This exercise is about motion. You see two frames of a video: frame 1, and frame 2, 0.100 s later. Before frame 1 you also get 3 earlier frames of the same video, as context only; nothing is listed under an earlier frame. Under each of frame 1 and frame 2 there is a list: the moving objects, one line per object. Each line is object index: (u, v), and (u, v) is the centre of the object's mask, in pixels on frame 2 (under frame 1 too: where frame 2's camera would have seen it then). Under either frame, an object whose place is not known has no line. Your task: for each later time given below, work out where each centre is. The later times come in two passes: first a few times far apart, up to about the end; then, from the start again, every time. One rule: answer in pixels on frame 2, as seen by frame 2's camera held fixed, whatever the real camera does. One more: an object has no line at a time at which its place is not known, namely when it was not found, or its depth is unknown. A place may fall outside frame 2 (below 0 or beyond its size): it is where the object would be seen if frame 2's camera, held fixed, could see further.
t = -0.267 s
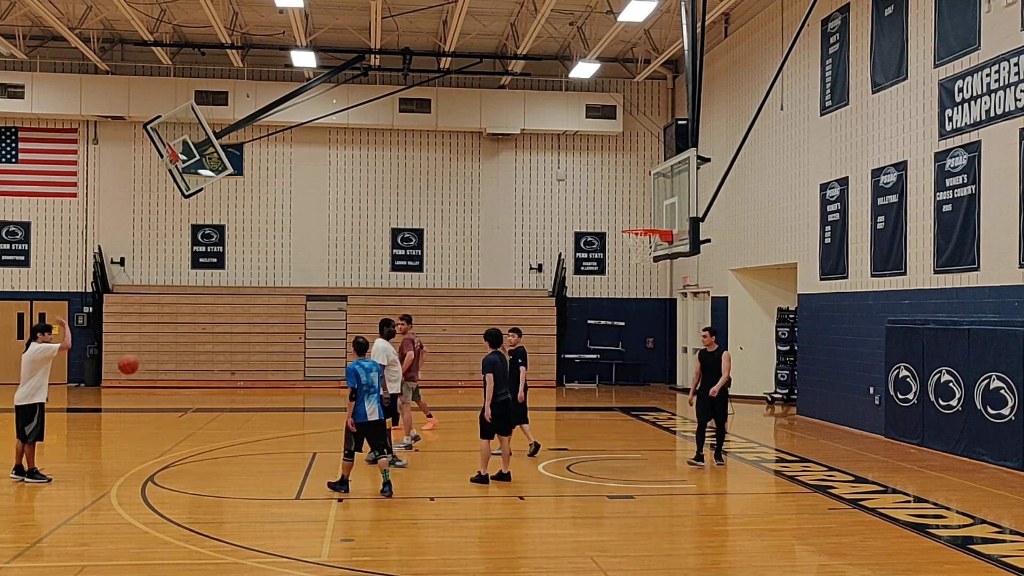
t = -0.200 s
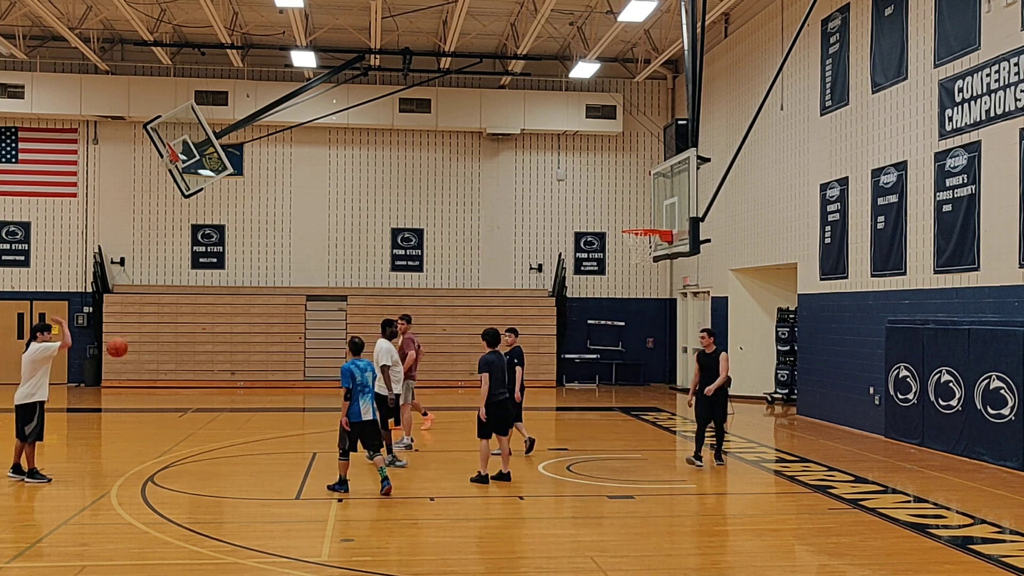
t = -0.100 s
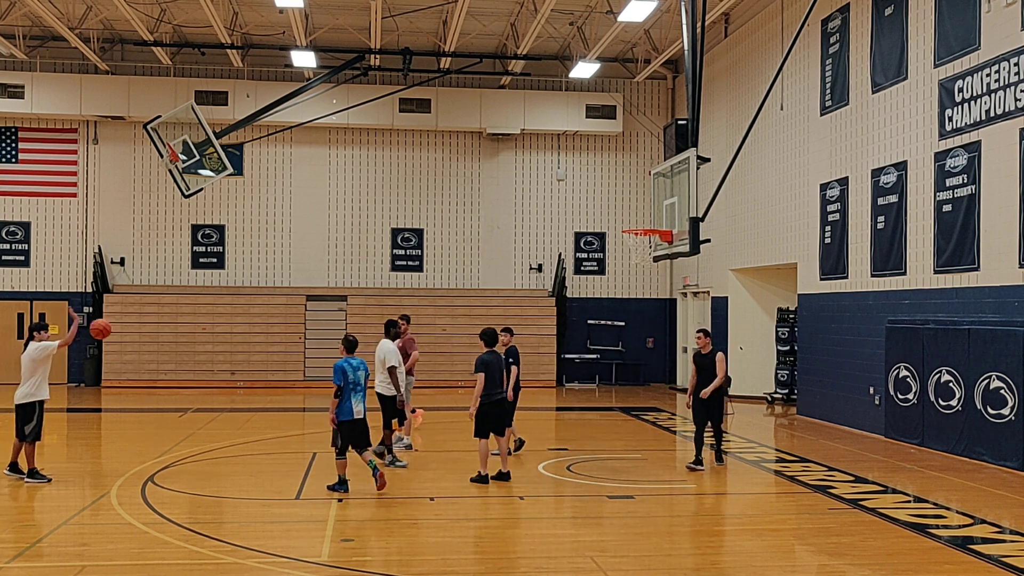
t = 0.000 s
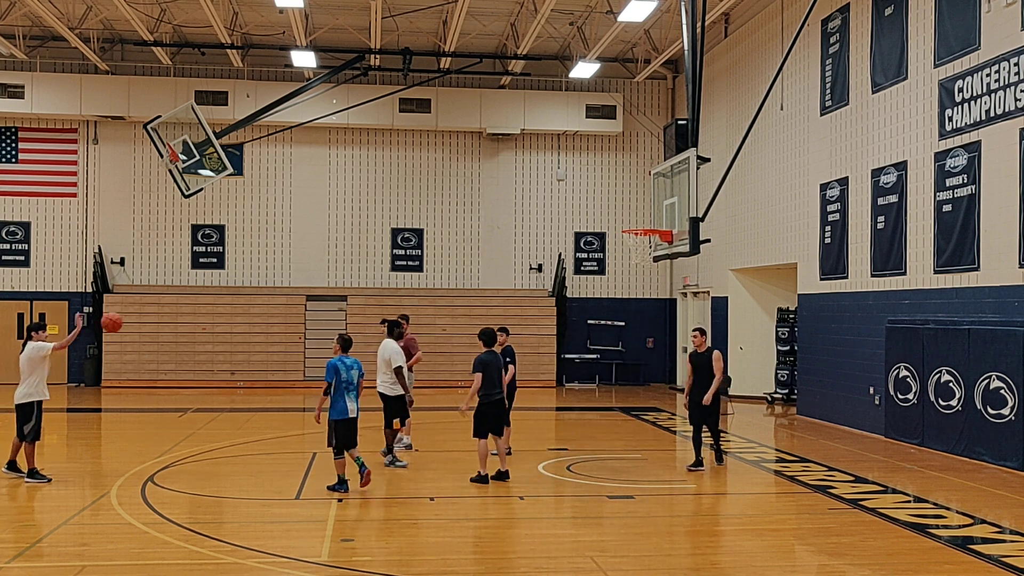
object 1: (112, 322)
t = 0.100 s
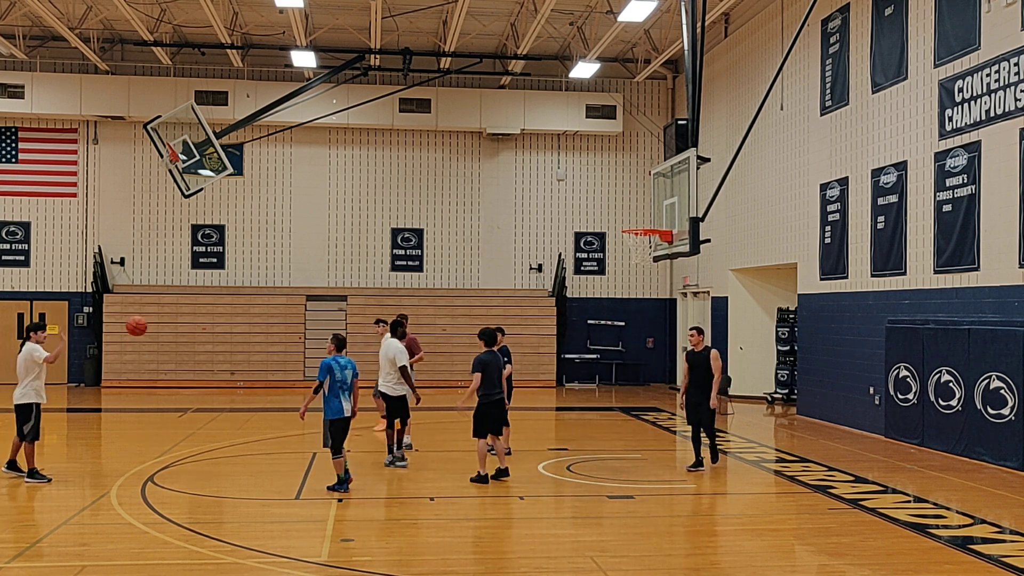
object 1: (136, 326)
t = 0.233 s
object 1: (169, 344)
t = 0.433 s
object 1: (217, 397)
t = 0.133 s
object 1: (145, 329)
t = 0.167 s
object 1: (153, 333)
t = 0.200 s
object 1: (161, 338)
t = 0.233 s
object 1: (169, 344)
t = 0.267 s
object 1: (177, 351)
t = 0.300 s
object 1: (185, 358)
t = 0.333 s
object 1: (193, 366)
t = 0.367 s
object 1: (201, 375)
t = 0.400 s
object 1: (209, 386)
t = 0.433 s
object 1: (217, 397)
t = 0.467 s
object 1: (225, 409)
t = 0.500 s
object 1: (233, 421)
